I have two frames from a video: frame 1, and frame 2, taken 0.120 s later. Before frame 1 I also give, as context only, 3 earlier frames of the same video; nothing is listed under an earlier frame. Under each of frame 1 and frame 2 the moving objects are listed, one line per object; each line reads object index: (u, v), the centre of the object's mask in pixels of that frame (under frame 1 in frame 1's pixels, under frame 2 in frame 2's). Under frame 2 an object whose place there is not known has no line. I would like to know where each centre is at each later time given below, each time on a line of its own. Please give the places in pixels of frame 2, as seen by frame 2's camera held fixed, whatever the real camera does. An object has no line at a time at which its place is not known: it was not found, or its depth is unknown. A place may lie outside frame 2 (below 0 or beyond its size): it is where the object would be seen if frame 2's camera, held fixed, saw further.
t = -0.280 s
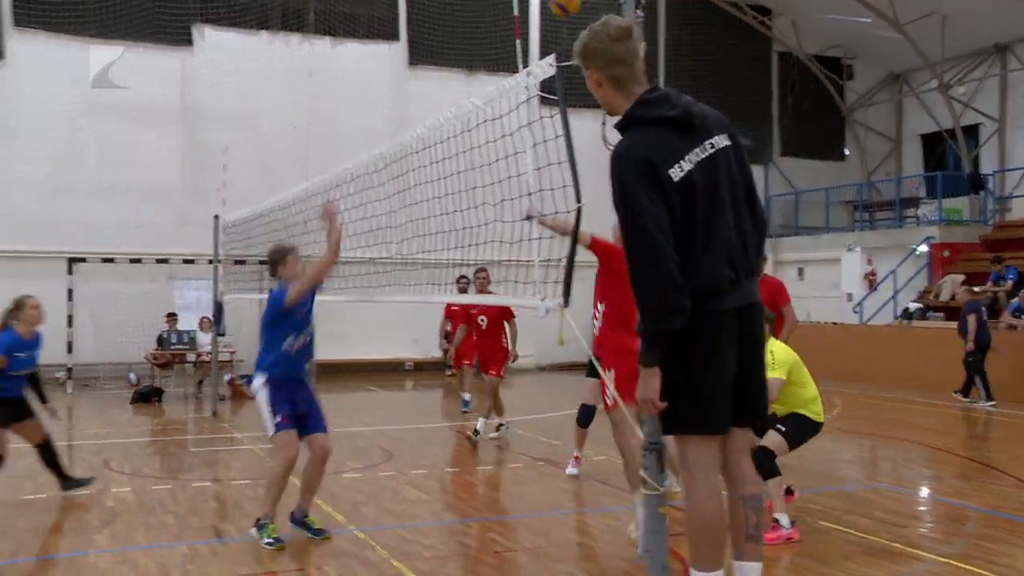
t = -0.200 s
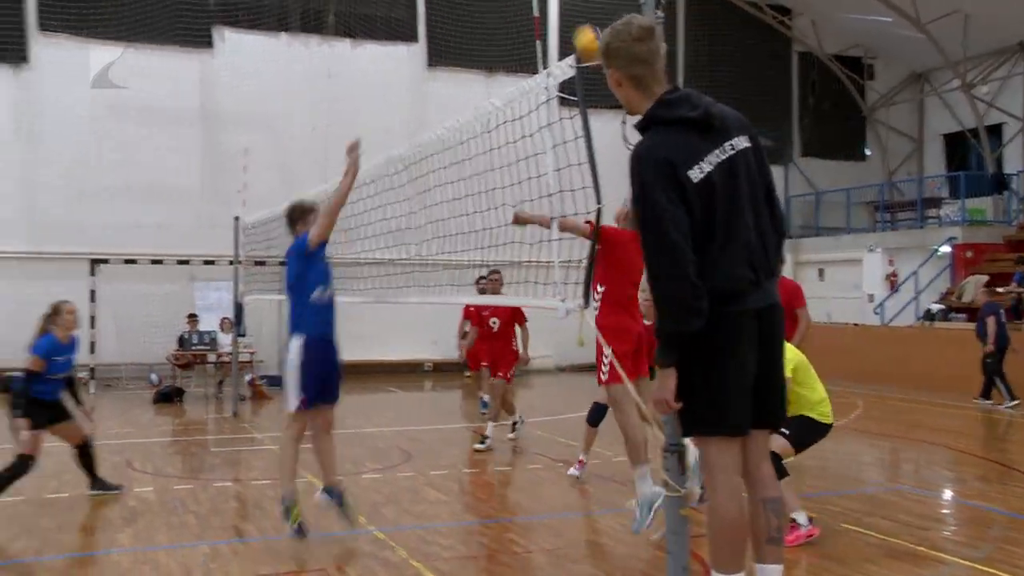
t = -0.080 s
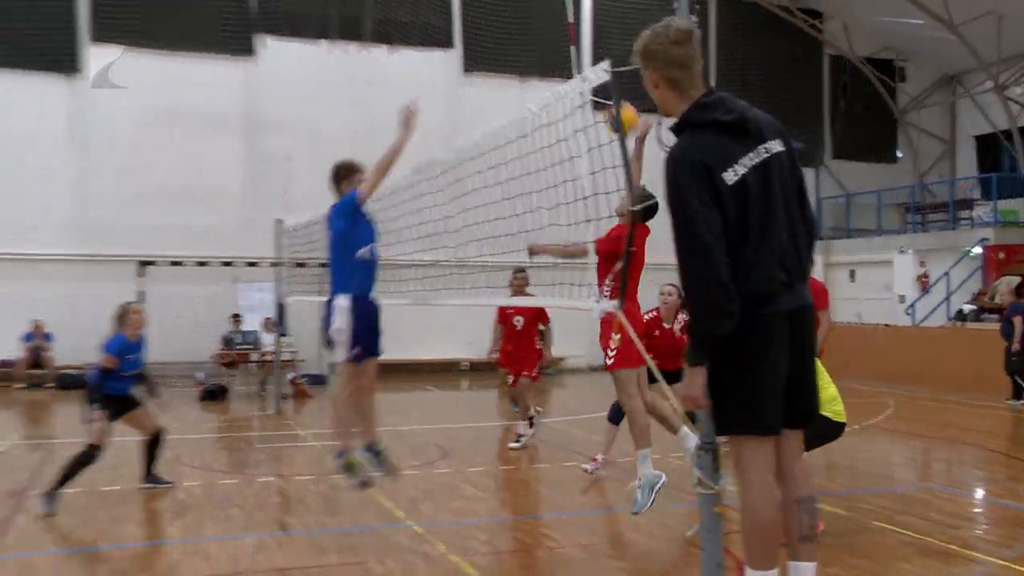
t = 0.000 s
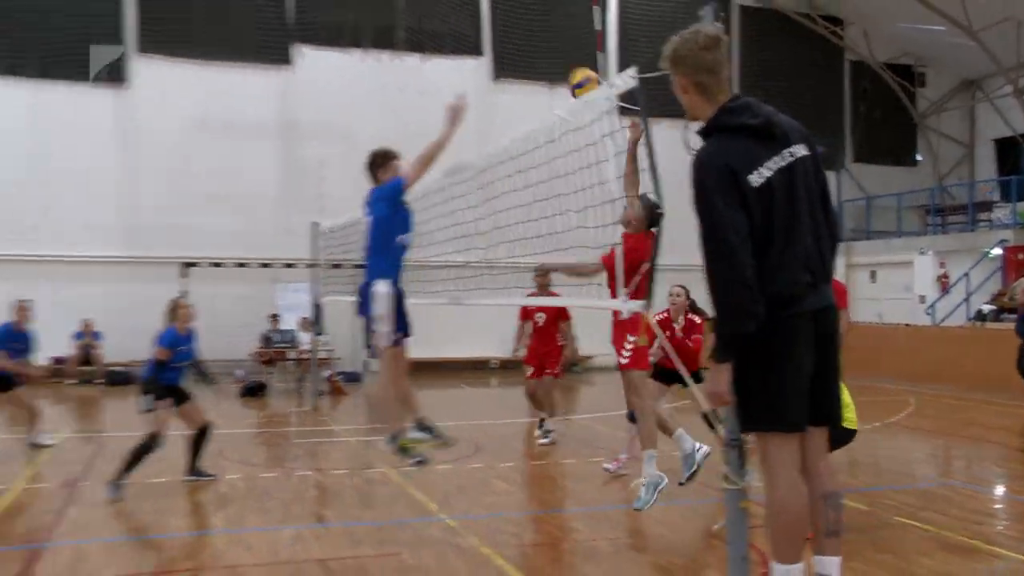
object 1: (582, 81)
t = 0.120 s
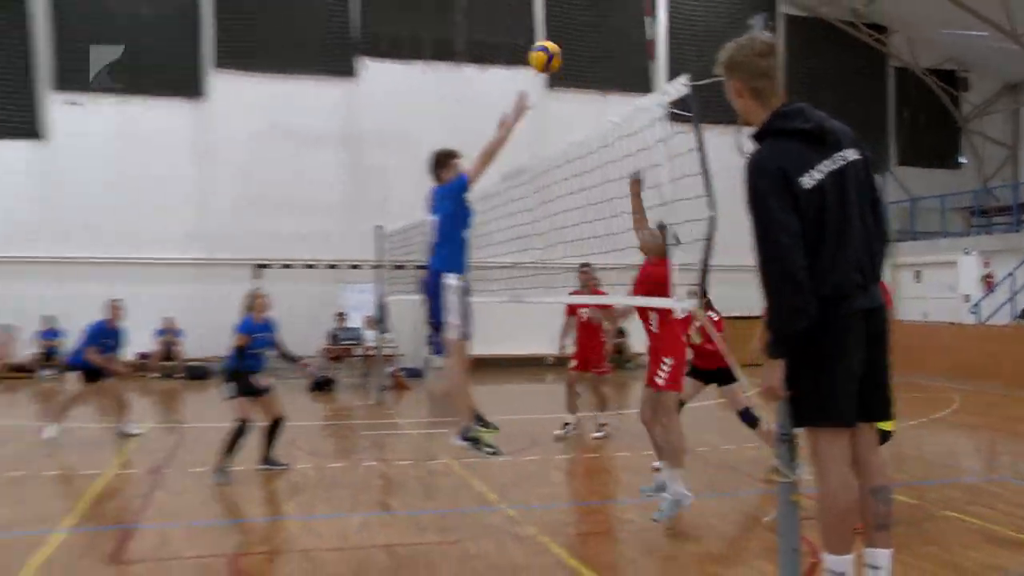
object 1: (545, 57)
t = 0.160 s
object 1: (514, 49)
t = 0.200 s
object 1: (484, 45)
